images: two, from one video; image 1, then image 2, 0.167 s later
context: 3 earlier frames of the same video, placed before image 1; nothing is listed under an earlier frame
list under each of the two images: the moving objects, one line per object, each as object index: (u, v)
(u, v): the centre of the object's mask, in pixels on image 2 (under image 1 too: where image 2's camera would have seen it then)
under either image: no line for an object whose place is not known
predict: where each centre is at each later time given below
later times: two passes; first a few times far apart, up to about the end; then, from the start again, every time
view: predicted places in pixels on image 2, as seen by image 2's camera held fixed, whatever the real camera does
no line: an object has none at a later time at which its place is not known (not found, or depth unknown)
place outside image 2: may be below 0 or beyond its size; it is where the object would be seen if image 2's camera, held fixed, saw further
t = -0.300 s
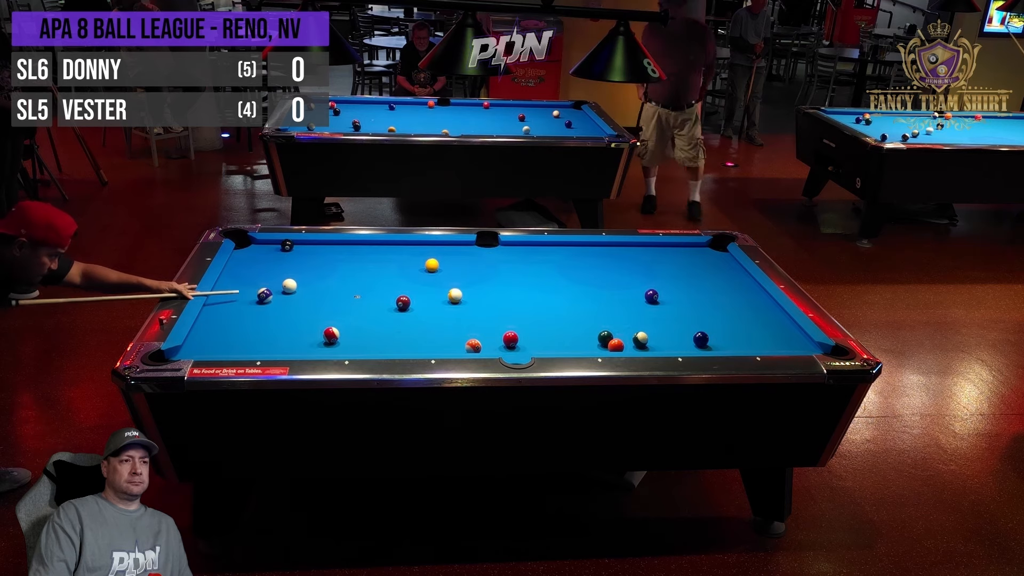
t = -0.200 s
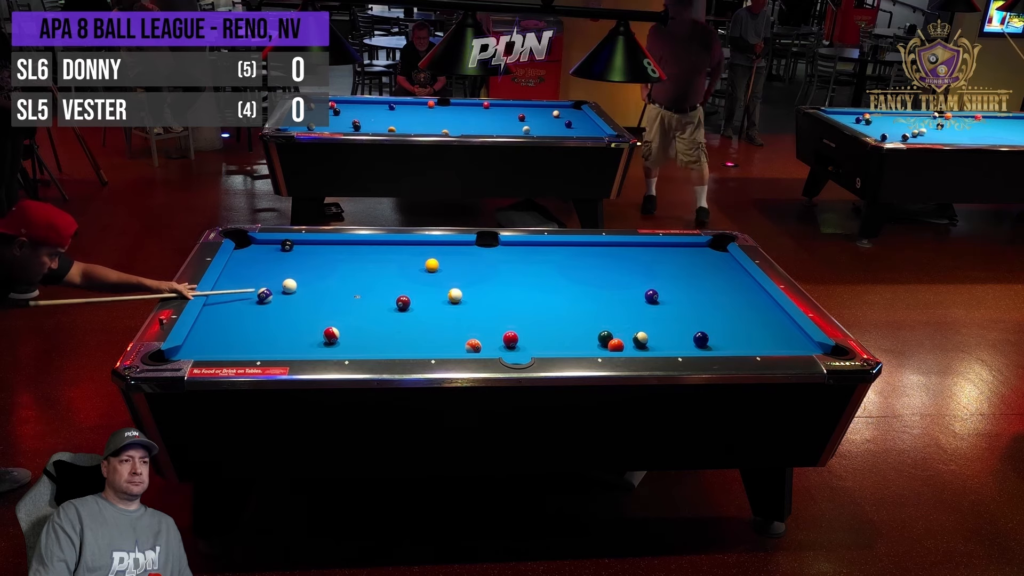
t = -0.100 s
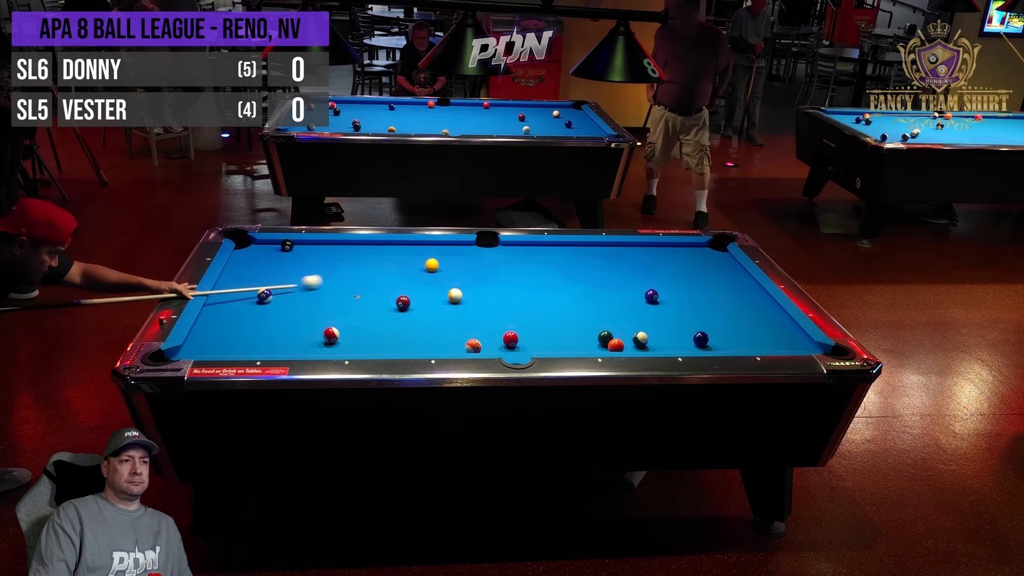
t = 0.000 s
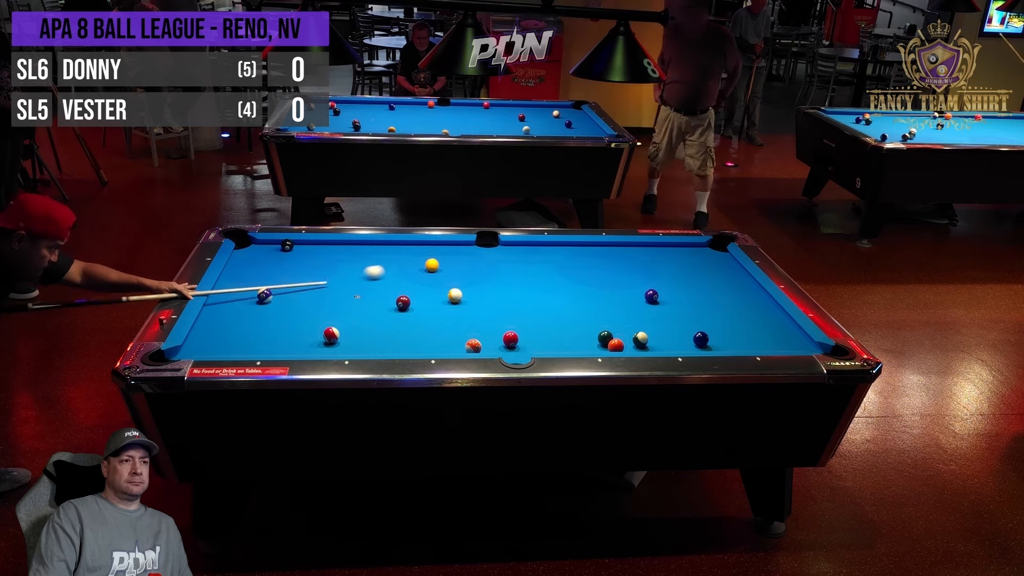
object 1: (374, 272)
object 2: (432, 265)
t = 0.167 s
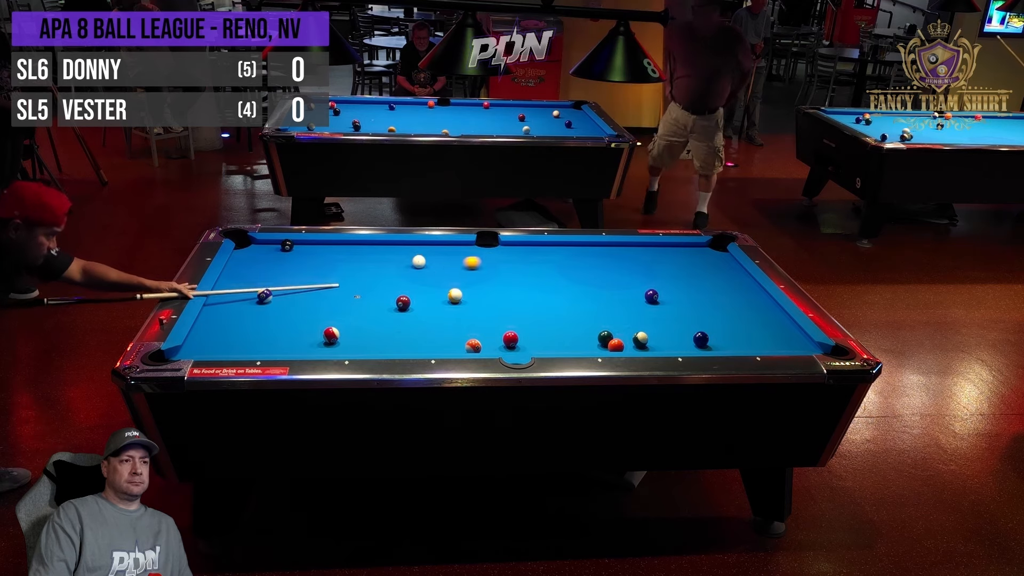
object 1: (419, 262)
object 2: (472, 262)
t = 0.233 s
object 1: (419, 259)
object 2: (500, 261)
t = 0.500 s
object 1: (421, 250)
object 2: (591, 256)
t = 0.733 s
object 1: (422, 244)
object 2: (660, 252)
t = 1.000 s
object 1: (422, 249)
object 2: (712, 246)
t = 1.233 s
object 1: (421, 254)
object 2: (712, 254)
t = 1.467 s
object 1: (421, 258)
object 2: (717, 263)
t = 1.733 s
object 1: (421, 262)
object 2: (722, 273)
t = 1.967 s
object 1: (421, 266)
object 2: (727, 282)
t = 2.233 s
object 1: (421, 269)
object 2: (732, 293)
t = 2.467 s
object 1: (421, 272)
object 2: (737, 302)
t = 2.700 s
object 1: (420, 275)
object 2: (742, 312)
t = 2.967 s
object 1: (420, 277)
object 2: (748, 323)
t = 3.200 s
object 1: (419, 279)
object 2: (753, 332)
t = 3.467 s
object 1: (418, 281)
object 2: (759, 343)
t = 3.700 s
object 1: (417, 282)
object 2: (761, 346)
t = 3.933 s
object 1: (417, 283)
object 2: (757, 343)
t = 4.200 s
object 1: (417, 284)
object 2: (753, 338)
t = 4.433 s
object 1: (417, 284)
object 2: (751, 334)
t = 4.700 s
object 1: (417, 284)
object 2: (749, 330)
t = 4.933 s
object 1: (417, 284)
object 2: (747, 327)
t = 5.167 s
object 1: (416, 284)
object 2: (745, 325)
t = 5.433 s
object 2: (744, 323)
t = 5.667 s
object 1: (417, 284)
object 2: (742, 321)
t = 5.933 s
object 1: (417, 284)
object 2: (740, 320)
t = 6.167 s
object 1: (417, 284)
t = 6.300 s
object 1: (417, 284)
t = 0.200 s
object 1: (419, 260)
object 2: (486, 261)
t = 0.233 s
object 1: (419, 259)
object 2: (500, 261)
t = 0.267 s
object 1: (419, 258)
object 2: (513, 260)
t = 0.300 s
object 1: (420, 257)
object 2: (526, 259)
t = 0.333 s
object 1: (420, 255)
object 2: (538, 259)
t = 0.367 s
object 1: (420, 254)
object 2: (549, 258)
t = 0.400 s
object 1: (420, 253)
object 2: (560, 258)
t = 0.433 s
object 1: (421, 252)
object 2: (571, 257)
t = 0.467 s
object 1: (421, 251)
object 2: (581, 256)
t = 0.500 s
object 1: (421, 250)
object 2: (591, 256)
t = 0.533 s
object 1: (421, 249)
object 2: (601, 255)
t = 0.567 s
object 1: (421, 247)
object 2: (611, 255)
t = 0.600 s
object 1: (421, 246)
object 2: (621, 254)
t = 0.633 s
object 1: (422, 245)
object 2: (631, 254)
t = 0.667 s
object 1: (422, 244)
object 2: (640, 253)
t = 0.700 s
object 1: (422, 244)
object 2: (650, 253)
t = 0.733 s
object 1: (422, 244)
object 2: (660, 252)
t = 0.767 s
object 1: (422, 245)
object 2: (669, 252)
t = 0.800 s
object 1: (422, 246)
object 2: (679, 251)
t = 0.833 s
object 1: (422, 246)
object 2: (688, 250)
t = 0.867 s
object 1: (422, 247)
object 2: (697, 250)
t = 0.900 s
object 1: (422, 248)
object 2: (707, 249)
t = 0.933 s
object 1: (422, 248)
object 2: (716, 249)
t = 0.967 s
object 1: (422, 249)
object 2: (718, 248)
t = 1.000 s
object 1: (422, 249)
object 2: (712, 246)
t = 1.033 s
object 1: (422, 250)
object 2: (708, 245)
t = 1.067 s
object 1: (422, 251)
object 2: (709, 247)
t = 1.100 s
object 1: (422, 251)
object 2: (710, 249)
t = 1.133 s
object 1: (422, 252)
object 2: (710, 250)
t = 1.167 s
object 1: (422, 253)
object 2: (711, 251)
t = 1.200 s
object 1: (422, 253)
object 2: (712, 253)
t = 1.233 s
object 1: (421, 254)
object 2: (712, 254)
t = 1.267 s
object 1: (421, 254)
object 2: (713, 255)
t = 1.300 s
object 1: (421, 255)
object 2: (714, 256)
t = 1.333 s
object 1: (421, 255)
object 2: (714, 258)
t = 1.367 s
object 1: (421, 256)
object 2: (715, 259)
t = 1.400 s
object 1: (421, 256)
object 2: (715, 260)
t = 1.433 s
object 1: (421, 257)
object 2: (716, 261)
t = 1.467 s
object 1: (421, 258)
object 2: (717, 263)
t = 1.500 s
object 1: (421, 258)
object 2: (717, 264)
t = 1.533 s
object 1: (422, 259)
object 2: (718, 265)
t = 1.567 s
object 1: (421, 259)
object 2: (719, 266)
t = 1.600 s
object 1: (421, 260)
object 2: (720, 268)
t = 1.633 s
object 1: (421, 260)
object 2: (720, 269)
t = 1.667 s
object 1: (421, 261)
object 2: (721, 270)
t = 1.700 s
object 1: (421, 261)
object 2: (721, 272)
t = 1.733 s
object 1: (421, 262)
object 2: (722, 273)
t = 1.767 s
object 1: (421, 263)
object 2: (723, 274)
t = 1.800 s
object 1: (421, 263)
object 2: (723, 276)
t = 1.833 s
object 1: (421, 264)
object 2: (724, 277)
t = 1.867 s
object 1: (421, 264)
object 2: (725, 278)
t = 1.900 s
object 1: (421, 265)
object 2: (725, 280)
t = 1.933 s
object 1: (421, 265)
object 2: (726, 281)
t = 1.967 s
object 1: (421, 266)
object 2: (727, 282)
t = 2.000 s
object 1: (421, 266)
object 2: (727, 284)
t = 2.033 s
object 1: (421, 266)
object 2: (728, 285)
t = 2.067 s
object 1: (421, 267)
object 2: (729, 286)
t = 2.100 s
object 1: (421, 267)
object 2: (729, 288)
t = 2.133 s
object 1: (421, 268)
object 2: (730, 289)
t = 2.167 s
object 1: (421, 268)
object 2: (731, 290)
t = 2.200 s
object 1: (421, 269)
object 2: (731, 292)
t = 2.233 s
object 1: (421, 269)
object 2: (732, 293)
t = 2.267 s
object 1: (421, 270)
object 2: (733, 294)
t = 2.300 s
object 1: (421, 270)
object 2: (734, 296)
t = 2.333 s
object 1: (421, 271)
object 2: (734, 297)
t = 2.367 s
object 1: (421, 271)
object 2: (735, 298)
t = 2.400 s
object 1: (421, 271)
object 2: (736, 300)
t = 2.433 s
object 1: (421, 272)
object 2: (736, 301)
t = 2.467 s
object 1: (421, 272)
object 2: (737, 302)
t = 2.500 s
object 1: (421, 272)
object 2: (738, 304)
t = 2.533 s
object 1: (421, 273)
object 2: (738, 305)
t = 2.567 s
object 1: (420, 273)
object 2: (739, 307)
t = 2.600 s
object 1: (421, 274)
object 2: (740, 308)
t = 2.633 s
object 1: (420, 274)
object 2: (741, 309)
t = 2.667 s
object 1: (420, 274)
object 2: (741, 311)
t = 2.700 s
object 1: (420, 275)
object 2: (742, 312)
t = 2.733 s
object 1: (420, 275)
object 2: (743, 314)
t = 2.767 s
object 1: (420, 276)
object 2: (744, 315)
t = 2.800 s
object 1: (420, 276)
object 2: (744, 316)
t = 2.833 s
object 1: (420, 276)
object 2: (745, 317)
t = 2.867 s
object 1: (420, 276)
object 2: (746, 319)
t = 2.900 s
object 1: (420, 277)
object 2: (746, 320)
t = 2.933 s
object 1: (420, 277)
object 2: (747, 322)
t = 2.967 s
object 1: (420, 277)
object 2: (748, 323)
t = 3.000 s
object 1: (420, 278)
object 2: (749, 324)
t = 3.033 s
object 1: (420, 278)
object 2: (749, 326)
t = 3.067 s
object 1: (420, 278)
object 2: (750, 327)
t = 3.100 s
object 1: (419, 279)
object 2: (751, 328)
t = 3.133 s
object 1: (419, 279)
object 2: (752, 330)
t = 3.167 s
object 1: (419, 279)
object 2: (752, 331)
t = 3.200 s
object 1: (419, 279)
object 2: (753, 332)
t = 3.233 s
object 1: (419, 280)
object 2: (754, 334)
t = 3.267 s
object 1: (419, 280)
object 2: (755, 335)
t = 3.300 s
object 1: (419, 280)
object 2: (756, 337)
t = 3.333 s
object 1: (419, 280)
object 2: (756, 338)
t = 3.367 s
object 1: (419, 280)
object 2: (757, 339)
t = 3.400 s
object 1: (418, 281)
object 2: (758, 341)
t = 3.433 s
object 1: (418, 281)
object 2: (759, 342)
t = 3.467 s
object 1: (418, 281)
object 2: (759, 343)
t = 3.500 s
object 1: (418, 281)
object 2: (760, 344)
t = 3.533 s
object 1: (418, 281)
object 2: (761, 344)
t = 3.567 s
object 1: (418, 281)
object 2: (762, 345)
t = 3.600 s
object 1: (417, 282)
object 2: (762, 346)
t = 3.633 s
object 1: (417, 282)
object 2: (763, 347)
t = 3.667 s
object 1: (417, 282)
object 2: (762, 346)
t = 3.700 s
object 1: (417, 282)
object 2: (761, 346)
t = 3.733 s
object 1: (417, 282)
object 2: (761, 345)
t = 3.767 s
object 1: (417, 282)
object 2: (760, 345)
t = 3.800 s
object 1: (417, 282)
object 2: (759, 344)
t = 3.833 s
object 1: (417, 283)
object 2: (759, 344)
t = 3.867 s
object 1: (417, 283)
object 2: (758, 343)
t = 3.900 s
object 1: (417, 283)
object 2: (758, 343)
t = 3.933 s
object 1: (417, 283)
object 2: (757, 343)
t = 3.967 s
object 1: (417, 283)
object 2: (757, 342)
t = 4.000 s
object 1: (417, 283)
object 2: (756, 342)
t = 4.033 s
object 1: (417, 283)
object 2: (756, 341)
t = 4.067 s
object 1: (417, 283)
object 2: (755, 340)
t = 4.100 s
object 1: (417, 283)
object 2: (755, 340)
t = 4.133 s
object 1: (417, 284)
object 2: (754, 339)
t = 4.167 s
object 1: (417, 284)
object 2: (754, 339)
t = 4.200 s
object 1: (417, 284)
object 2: (753, 338)
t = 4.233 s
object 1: (417, 284)
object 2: (753, 337)
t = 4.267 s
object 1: (417, 284)
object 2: (753, 337)
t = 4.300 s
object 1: (417, 284)
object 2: (752, 336)
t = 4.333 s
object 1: (417, 284)
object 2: (752, 336)
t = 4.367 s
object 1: (417, 284)
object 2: (752, 335)
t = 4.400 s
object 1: (417, 284)
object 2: (751, 335)
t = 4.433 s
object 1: (417, 284)
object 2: (751, 334)
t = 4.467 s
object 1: (417, 284)
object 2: (751, 334)
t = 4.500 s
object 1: (417, 284)
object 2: (750, 333)
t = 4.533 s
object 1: (417, 284)
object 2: (750, 333)
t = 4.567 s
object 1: (417, 284)
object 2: (750, 332)
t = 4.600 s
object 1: (417, 284)
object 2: (749, 332)
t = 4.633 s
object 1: (416, 284)
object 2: (749, 331)
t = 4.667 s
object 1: (417, 284)
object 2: (749, 331)
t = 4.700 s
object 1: (417, 284)
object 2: (749, 330)
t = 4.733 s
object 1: (417, 284)
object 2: (749, 330)
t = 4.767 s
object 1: (417, 284)
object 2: (748, 330)
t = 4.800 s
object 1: (417, 284)
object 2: (748, 329)
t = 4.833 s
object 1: (416, 284)
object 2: (748, 329)
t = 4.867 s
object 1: (417, 284)
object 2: (747, 328)
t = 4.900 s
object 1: (416, 284)
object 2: (747, 328)
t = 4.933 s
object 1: (417, 284)
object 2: (747, 327)
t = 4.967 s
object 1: (416, 284)
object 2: (747, 327)
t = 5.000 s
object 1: (416, 284)
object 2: (746, 327)
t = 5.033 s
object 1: (416, 284)
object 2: (746, 326)
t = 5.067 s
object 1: (417, 284)
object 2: (746, 326)
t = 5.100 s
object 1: (416, 284)
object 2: (746, 326)
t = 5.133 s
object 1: (416, 284)
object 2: (746, 325)
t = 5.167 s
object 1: (416, 284)
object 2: (745, 325)
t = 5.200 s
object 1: (416, 284)
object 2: (745, 325)
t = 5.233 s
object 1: (416, 284)
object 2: (745, 324)
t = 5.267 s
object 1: (417, 284)
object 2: (745, 324)
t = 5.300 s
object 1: (418, 285)
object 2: (745, 324)
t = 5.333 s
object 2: (744, 324)
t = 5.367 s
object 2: (744, 323)
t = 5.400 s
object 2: (744, 323)
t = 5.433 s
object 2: (744, 323)
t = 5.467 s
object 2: (743, 322)
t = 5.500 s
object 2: (743, 322)
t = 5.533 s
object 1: (414, 281)
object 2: (743, 322)
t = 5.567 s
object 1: (416, 284)
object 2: (743, 322)
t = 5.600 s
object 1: (417, 284)
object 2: (742, 322)
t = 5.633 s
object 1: (417, 284)
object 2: (742, 321)
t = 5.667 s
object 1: (417, 284)
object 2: (742, 321)
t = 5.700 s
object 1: (417, 284)
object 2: (742, 321)
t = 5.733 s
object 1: (417, 284)
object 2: (741, 321)
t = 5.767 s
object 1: (417, 284)
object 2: (741, 321)
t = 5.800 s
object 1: (417, 284)
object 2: (741, 320)
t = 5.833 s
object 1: (417, 284)
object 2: (742, 320)
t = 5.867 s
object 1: (417, 284)
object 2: (739, 320)
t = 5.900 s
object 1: (417, 284)
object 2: (740, 320)
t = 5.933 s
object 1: (417, 284)
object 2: (740, 320)
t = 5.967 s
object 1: (417, 284)
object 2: (740, 320)
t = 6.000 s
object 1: (417, 284)
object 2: (740, 320)
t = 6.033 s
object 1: (417, 284)
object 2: (741, 320)
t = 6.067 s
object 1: (417, 284)
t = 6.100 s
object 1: (417, 284)
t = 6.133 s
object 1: (417, 284)
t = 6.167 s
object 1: (417, 284)
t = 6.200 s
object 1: (417, 284)
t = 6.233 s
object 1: (417, 284)
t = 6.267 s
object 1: (417, 284)
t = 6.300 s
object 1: (417, 284)
